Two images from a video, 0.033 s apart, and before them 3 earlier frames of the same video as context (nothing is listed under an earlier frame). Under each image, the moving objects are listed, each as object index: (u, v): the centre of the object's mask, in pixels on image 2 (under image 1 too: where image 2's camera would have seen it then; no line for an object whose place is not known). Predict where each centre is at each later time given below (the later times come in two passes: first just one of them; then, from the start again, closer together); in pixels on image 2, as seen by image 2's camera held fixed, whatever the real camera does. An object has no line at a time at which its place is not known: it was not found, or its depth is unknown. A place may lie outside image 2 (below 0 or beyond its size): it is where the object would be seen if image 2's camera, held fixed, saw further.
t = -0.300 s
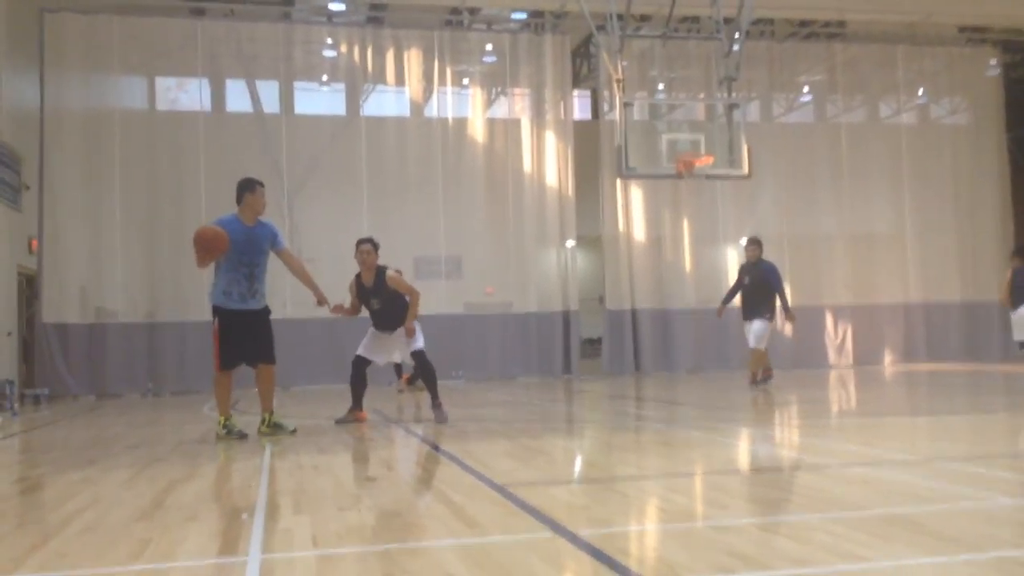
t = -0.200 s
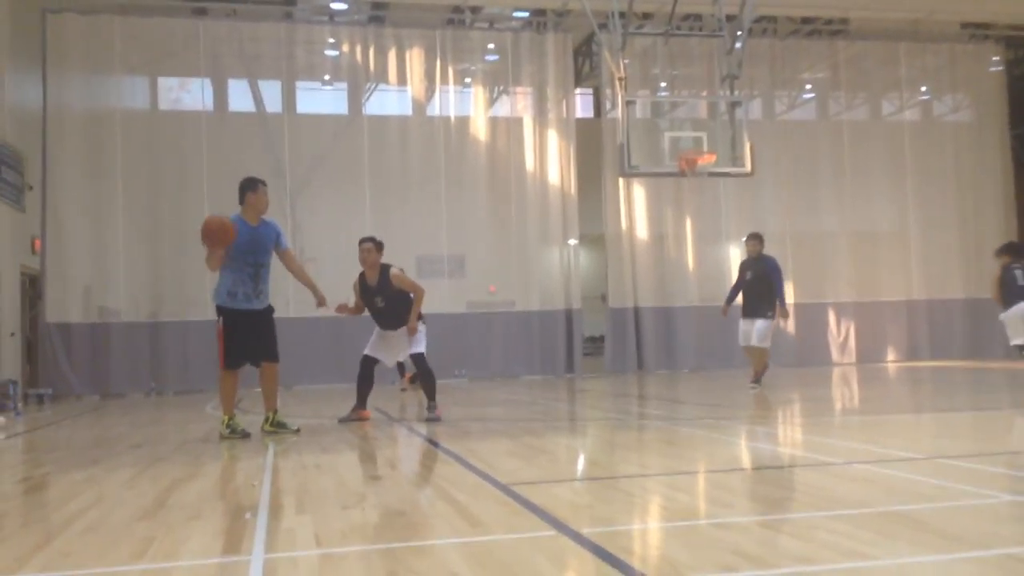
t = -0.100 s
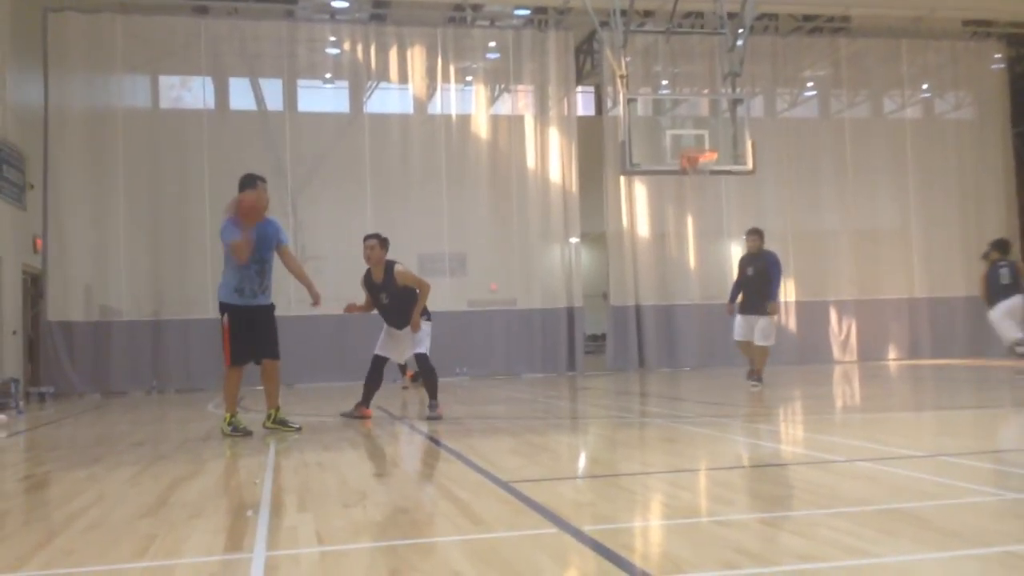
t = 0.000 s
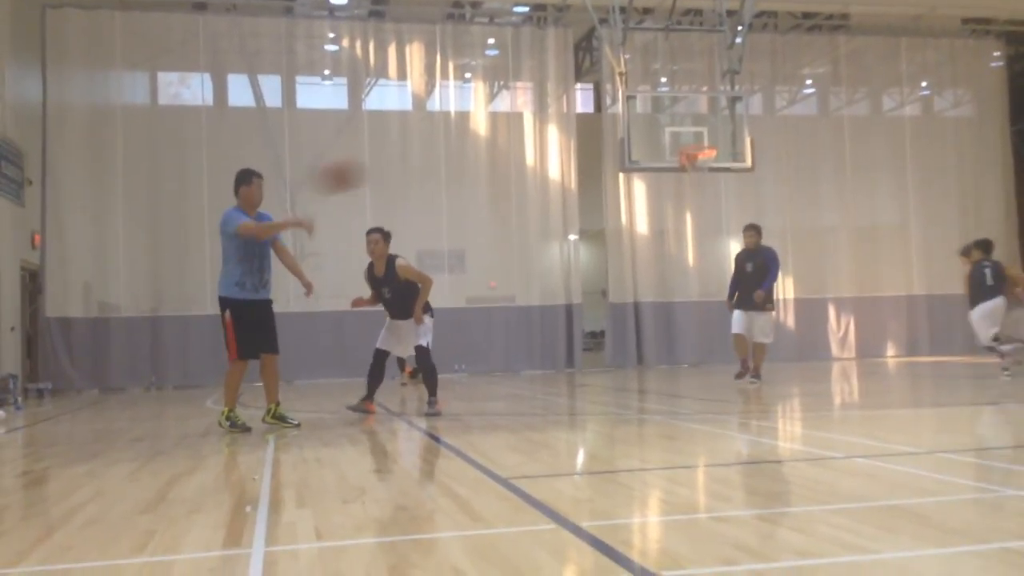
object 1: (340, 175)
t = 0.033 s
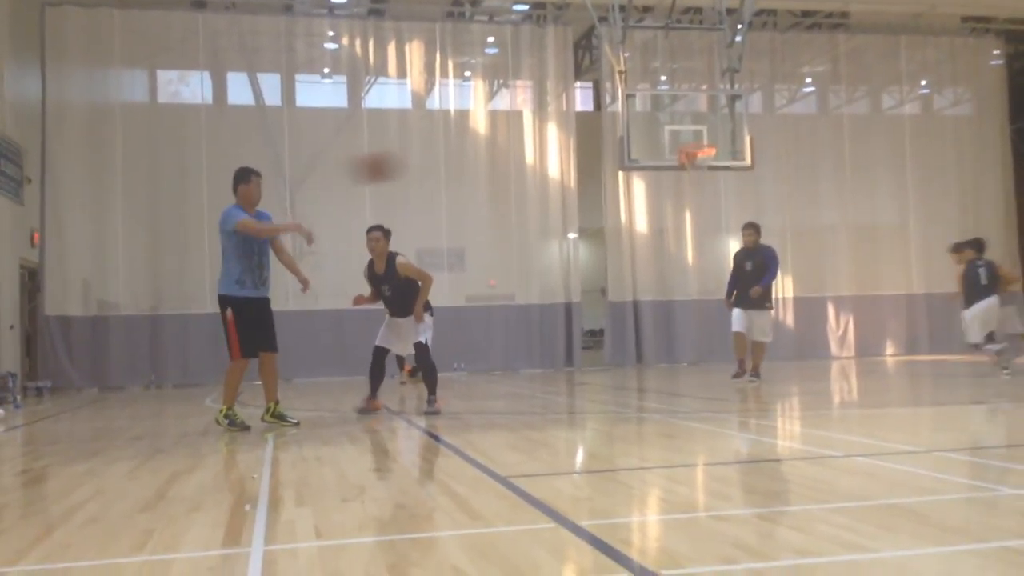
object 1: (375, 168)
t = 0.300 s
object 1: (686, 159)
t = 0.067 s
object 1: (413, 161)
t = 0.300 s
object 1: (686, 159)
